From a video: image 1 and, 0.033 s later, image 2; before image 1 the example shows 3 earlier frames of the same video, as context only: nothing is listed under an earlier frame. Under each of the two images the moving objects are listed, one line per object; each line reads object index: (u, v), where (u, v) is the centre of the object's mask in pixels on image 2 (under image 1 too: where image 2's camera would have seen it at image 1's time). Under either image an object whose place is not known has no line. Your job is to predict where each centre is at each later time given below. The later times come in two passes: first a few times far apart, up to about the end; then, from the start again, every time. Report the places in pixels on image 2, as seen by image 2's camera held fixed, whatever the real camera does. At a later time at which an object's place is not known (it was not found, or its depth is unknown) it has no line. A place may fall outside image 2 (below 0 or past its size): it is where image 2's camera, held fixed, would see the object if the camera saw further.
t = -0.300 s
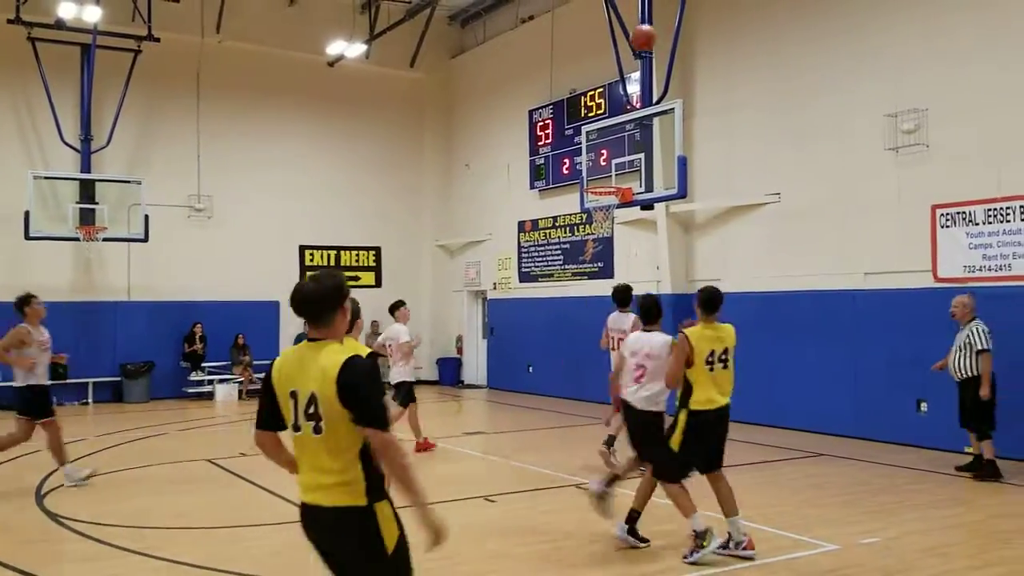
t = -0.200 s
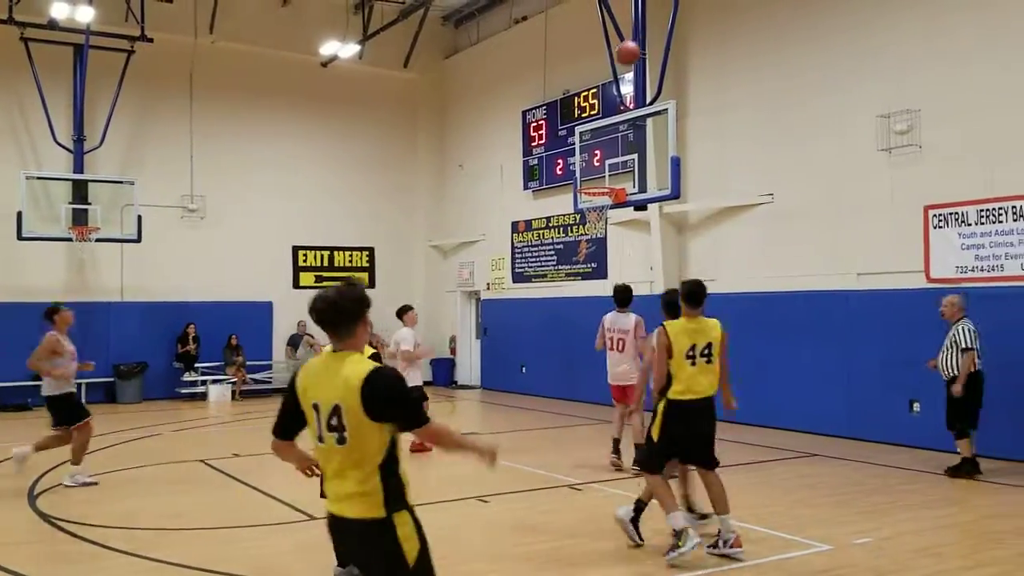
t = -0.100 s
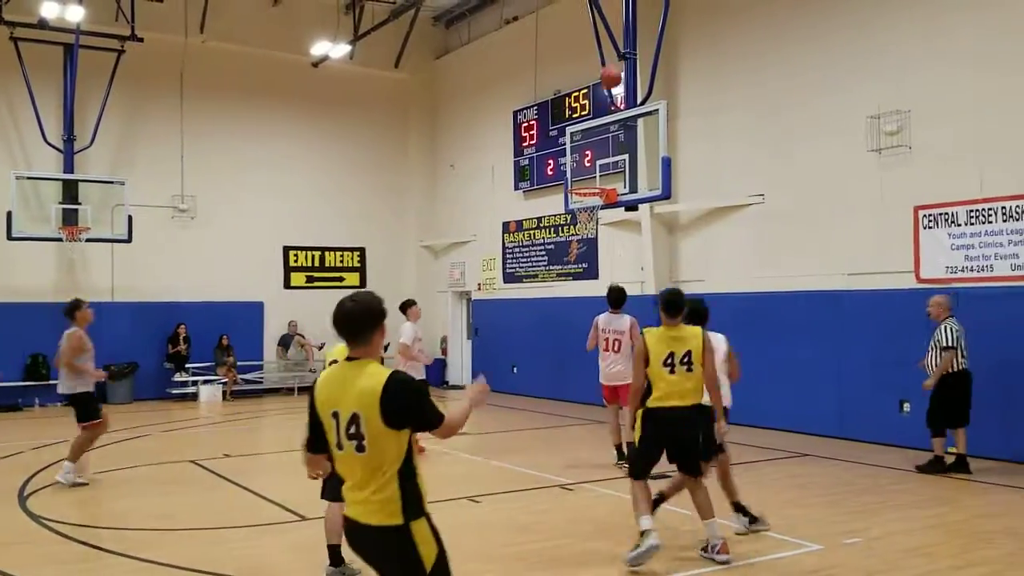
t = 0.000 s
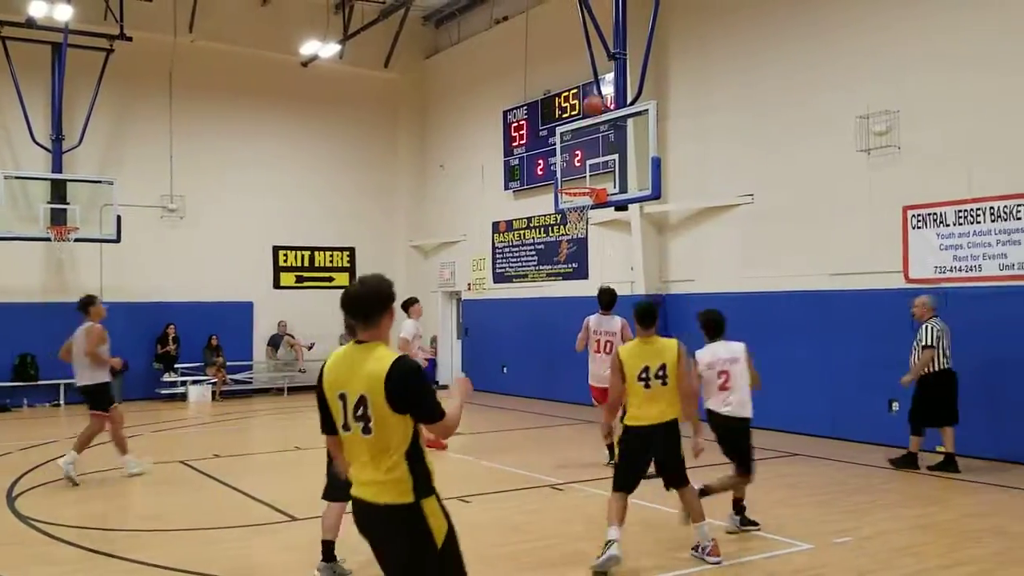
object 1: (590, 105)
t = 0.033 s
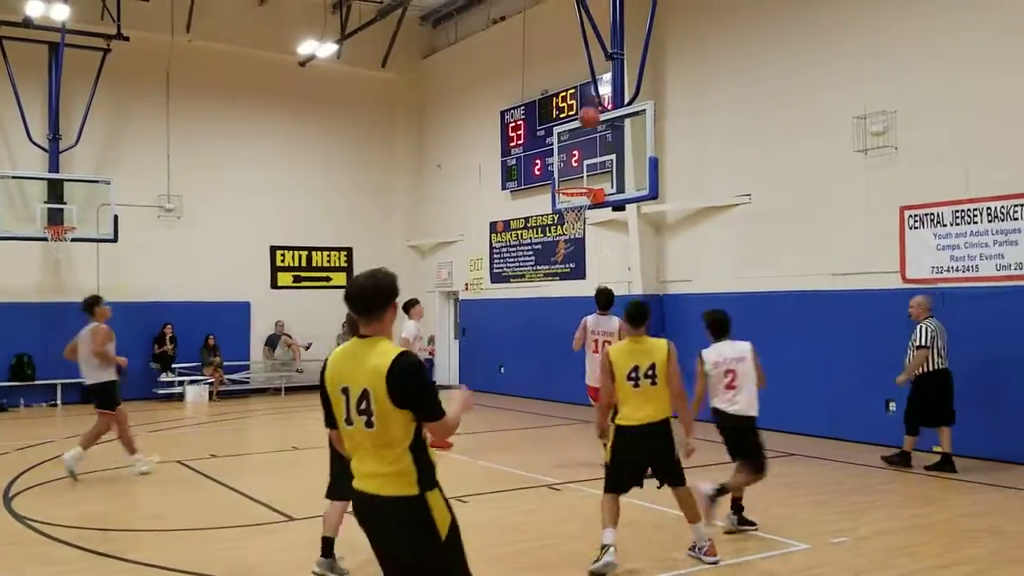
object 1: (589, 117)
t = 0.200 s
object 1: (578, 181)
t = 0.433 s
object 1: (544, 118)
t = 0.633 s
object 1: (513, 89)
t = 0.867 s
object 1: (472, 96)
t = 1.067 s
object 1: (437, 145)
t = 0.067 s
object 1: (586, 129)
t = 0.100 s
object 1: (584, 142)
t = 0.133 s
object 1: (582, 154)
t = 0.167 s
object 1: (580, 168)
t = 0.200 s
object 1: (578, 181)
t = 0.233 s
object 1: (574, 177)
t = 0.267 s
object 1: (569, 166)
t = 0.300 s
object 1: (565, 155)
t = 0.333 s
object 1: (561, 145)
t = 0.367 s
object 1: (555, 135)
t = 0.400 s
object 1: (549, 126)
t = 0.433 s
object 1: (544, 118)
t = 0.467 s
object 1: (540, 112)
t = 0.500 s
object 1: (535, 106)
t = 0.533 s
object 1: (530, 100)
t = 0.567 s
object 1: (524, 95)
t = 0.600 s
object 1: (518, 92)
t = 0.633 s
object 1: (513, 89)
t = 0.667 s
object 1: (507, 87)
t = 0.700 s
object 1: (501, 87)
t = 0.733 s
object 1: (496, 87)
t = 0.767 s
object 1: (490, 87)
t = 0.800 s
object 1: (485, 89)
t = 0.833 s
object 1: (479, 92)
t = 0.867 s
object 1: (472, 96)
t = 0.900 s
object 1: (467, 102)
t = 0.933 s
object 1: (461, 108)
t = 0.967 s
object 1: (455, 116)
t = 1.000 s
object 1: (449, 124)
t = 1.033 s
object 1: (443, 134)
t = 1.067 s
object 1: (437, 145)
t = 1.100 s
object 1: (431, 158)
